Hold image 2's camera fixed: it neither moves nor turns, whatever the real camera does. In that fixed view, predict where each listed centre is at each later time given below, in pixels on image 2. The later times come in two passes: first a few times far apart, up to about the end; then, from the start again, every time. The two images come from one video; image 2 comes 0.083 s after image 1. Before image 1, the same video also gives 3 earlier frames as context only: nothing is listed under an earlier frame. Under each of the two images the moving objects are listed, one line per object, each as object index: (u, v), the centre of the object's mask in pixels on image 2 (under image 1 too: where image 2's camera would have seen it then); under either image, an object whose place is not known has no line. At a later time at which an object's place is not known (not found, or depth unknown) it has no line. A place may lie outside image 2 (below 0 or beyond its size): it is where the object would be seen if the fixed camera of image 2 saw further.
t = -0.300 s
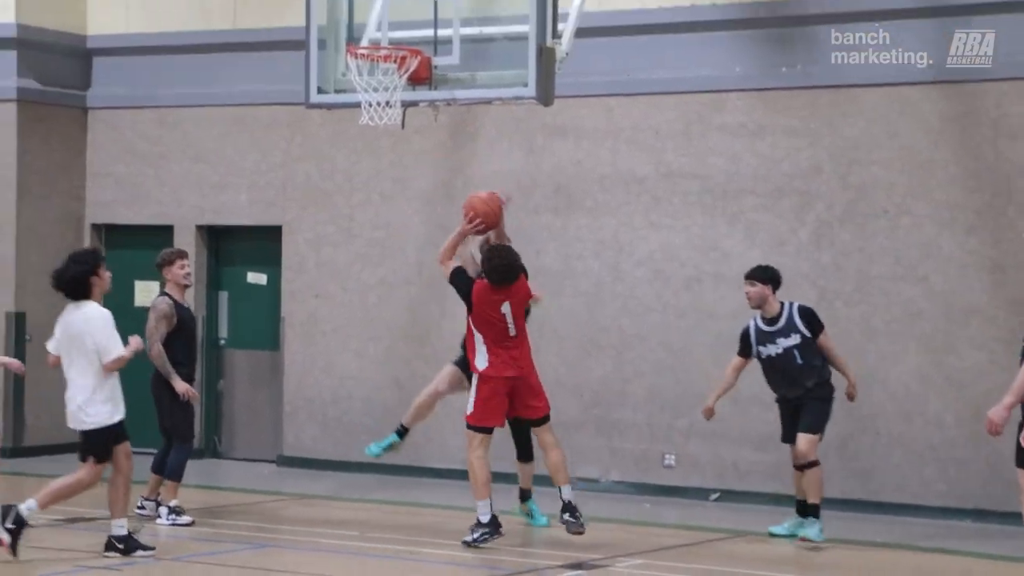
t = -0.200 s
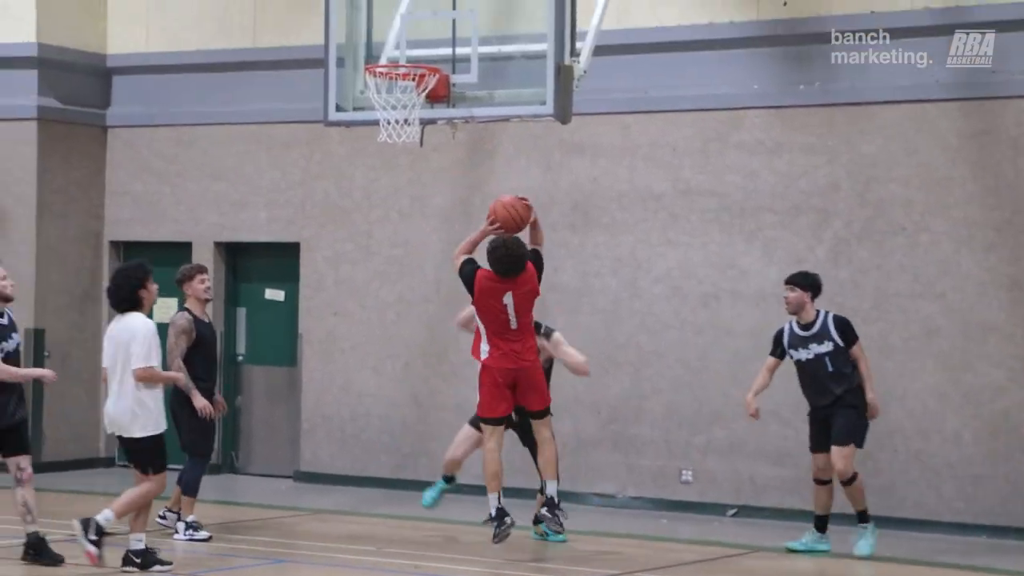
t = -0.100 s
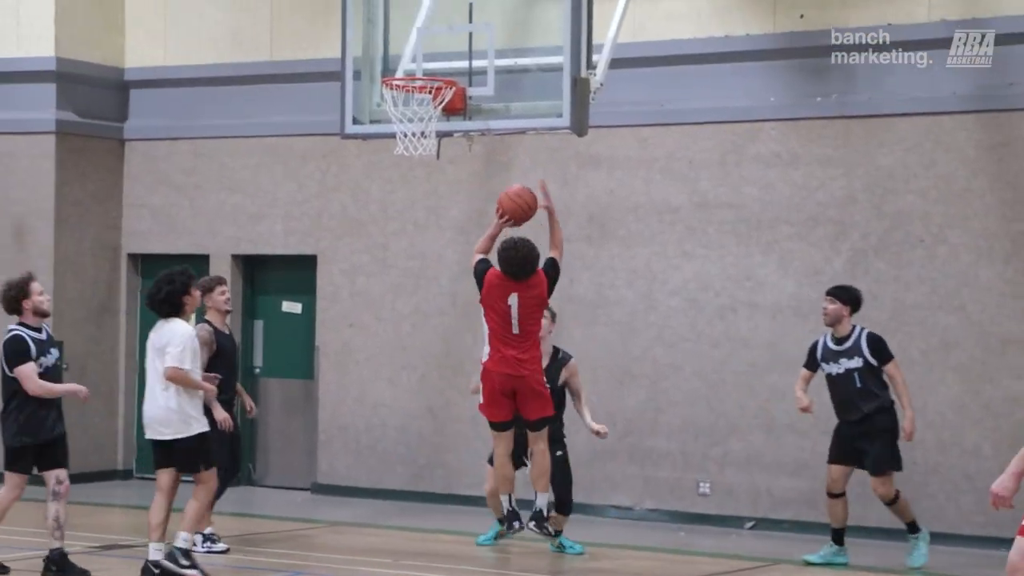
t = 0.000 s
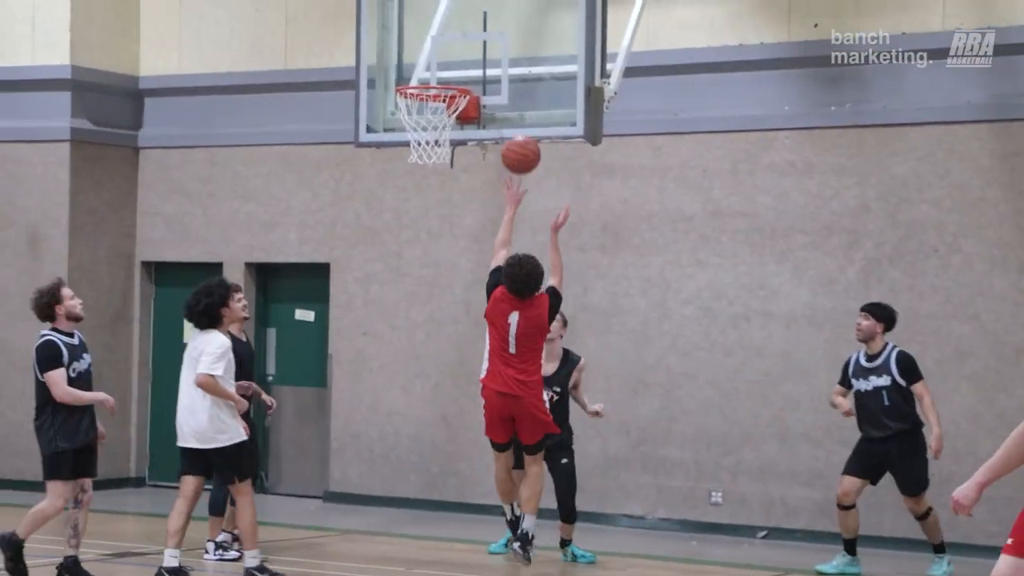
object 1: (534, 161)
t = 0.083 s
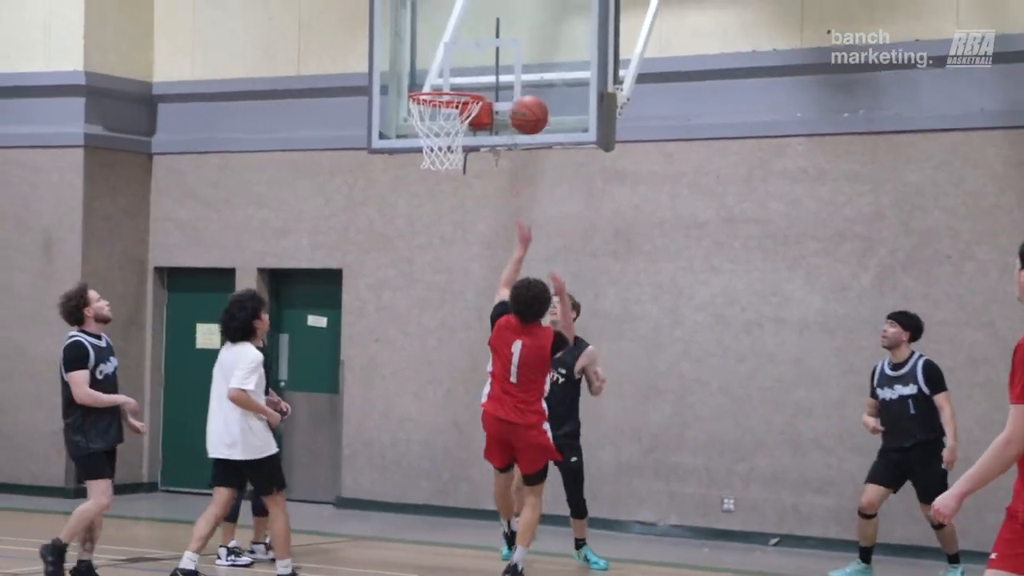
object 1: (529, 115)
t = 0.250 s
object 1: (519, 60)
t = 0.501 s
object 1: (435, 74)
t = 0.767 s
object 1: (448, 81)
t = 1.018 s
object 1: (437, 113)
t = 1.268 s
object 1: (428, 207)
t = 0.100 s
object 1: (528, 107)
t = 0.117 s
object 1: (527, 100)
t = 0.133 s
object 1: (526, 94)
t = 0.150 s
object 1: (525, 87)
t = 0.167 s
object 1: (524, 82)
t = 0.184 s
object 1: (523, 77)
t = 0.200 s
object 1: (521, 72)
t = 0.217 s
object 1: (521, 68)
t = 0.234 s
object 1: (520, 64)
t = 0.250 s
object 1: (519, 60)
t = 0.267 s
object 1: (517, 57)
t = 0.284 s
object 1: (516, 55)
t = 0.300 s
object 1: (511, 54)
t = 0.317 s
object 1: (505, 53)
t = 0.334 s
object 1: (498, 53)
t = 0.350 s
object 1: (492, 53)
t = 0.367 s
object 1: (486, 53)
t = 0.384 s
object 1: (479, 54)
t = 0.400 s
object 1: (473, 56)
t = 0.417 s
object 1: (466, 58)
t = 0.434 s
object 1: (460, 60)
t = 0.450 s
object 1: (454, 63)
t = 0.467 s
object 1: (448, 67)
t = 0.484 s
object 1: (441, 71)
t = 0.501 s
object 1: (435, 74)
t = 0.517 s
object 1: (428, 77)
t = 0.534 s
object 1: (428, 78)
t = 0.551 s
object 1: (429, 75)
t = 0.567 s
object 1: (431, 75)
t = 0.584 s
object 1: (433, 74)
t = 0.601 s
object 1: (433, 73)
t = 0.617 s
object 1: (435, 72)
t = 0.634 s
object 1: (436, 72)
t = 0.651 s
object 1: (438, 73)
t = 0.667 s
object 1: (439, 73)
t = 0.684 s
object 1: (440, 74)
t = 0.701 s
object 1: (441, 75)
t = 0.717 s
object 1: (443, 77)
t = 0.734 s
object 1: (445, 78)
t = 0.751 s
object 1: (447, 80)
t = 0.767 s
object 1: (448, 81)
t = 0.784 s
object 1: (448, 82)
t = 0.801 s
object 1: (447, 82)
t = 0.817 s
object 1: (447, 82)
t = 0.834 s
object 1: (446, 82)
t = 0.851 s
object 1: (446, 82)
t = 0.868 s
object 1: (445, 82)
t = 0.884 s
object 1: (445, 82)
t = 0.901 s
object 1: (444, 83)
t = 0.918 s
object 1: (444, 85)
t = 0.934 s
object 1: (443, 85)
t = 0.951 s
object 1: (441, 99)
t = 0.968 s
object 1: (441, 103)
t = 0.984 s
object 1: (441, 106)
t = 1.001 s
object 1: (437, 111)
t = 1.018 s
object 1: (437, 113)
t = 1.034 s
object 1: (437, 115)
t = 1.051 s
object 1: (437, 119)
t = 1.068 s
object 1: (437, 124)
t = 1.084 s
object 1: (437, 129)
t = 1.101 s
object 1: (435, 135)
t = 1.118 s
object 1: (434, 140)
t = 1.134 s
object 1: (434, 144)
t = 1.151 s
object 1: (434, 153)
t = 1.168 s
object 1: (433, 160)
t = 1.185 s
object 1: (433, 168)
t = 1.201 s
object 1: (430, 175)
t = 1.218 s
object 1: (430, 181)
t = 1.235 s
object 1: (430, 189)
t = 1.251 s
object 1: (429, 198)
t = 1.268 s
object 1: (428, 207)
